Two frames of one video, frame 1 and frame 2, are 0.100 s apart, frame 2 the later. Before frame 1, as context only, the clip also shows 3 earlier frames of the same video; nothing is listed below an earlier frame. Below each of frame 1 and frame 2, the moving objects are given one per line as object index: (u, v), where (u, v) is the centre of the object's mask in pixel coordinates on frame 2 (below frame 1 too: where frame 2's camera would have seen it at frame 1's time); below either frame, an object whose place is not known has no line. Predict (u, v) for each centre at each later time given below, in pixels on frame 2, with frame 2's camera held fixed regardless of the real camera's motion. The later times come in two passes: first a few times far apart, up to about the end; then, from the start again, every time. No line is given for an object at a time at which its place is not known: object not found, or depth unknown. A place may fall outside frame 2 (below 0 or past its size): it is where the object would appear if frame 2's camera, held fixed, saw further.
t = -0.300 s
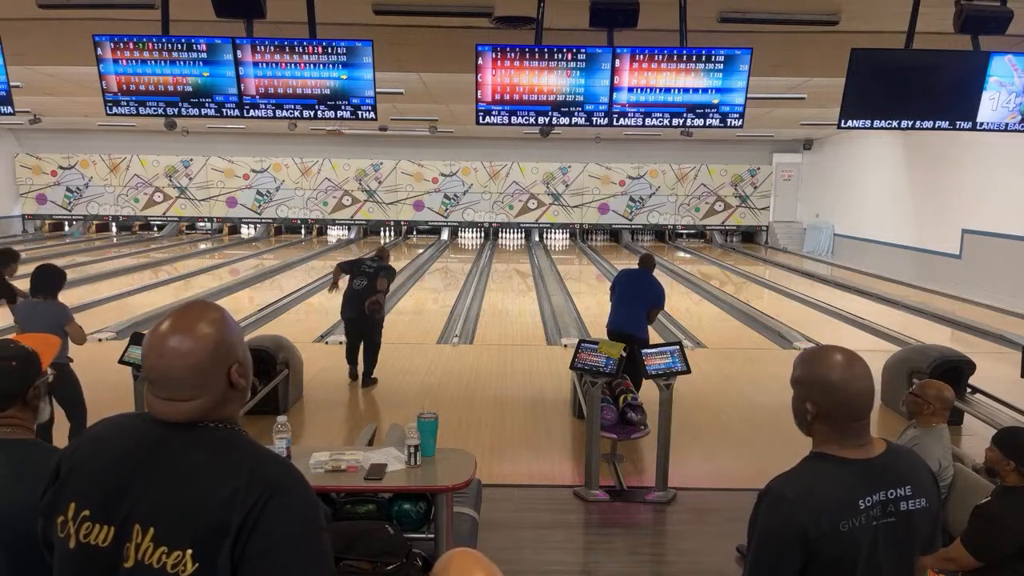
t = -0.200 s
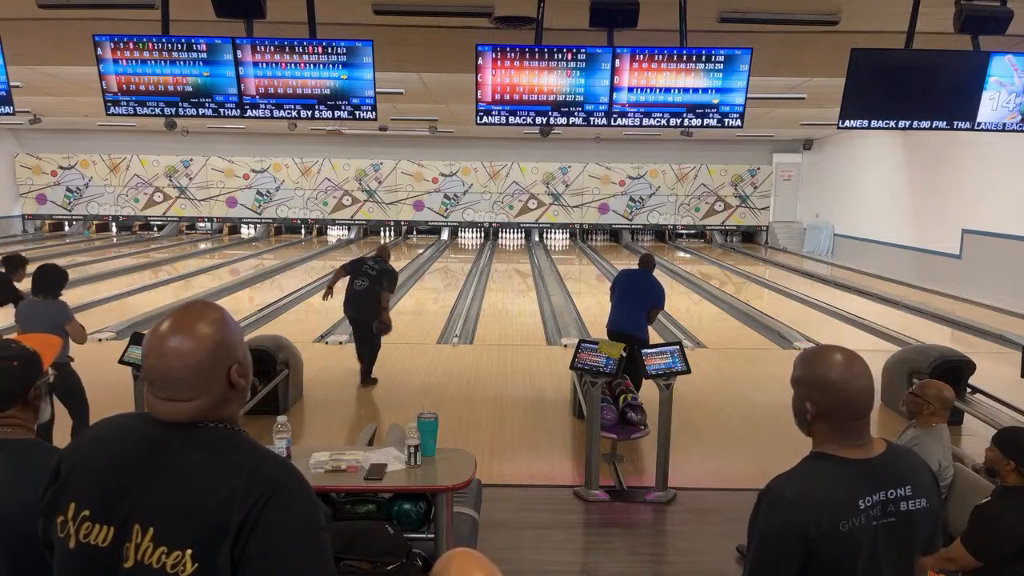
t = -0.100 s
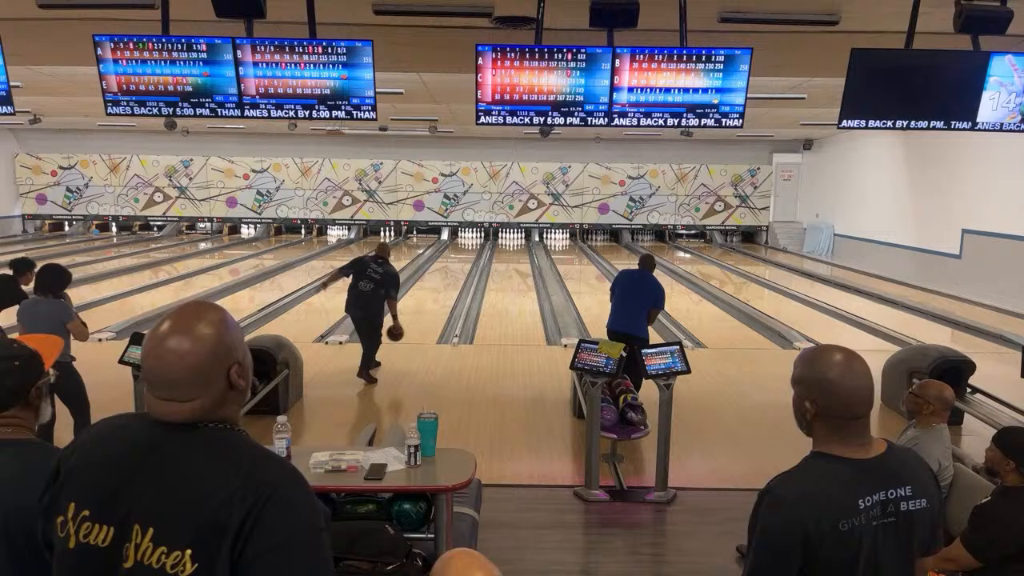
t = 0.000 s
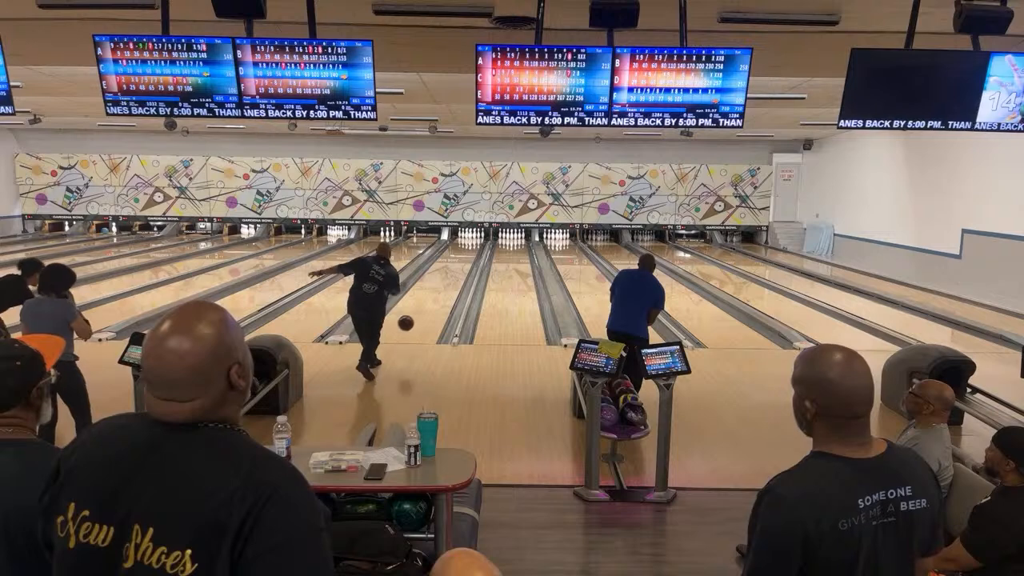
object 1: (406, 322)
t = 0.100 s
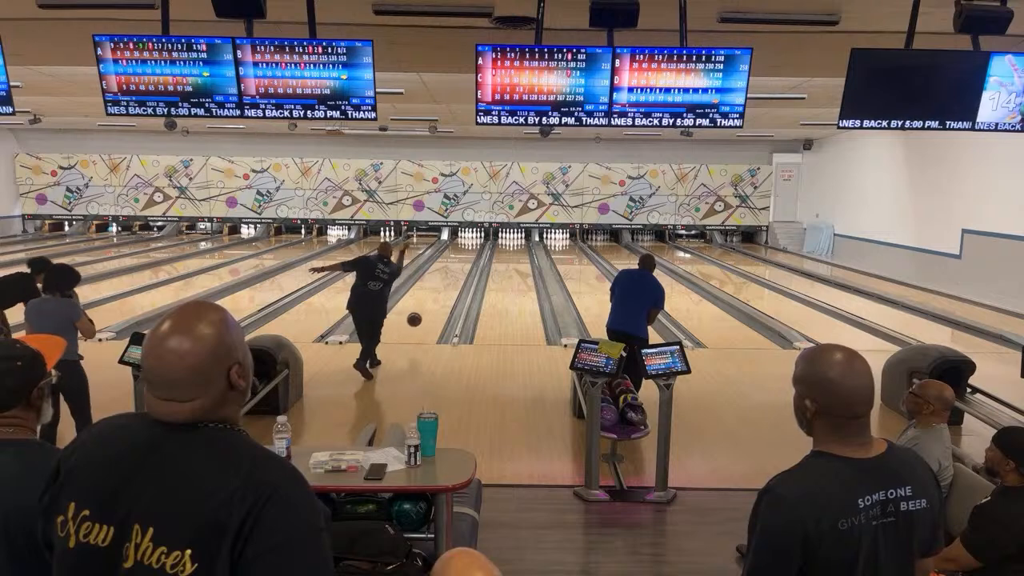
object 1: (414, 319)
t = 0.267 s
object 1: (426, 316)
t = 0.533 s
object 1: (440, 298)
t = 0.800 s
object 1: (450, 282)
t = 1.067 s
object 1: (458, 271)
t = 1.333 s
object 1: (463, 262)
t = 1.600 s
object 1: (467, 255)
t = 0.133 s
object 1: (417, 319)
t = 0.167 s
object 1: (419, 321)
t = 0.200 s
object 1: (421, 322)
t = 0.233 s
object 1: (423, 321)
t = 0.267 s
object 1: (426, 316)
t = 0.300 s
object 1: (428, 313)
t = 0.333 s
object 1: (430, 310)
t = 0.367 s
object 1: (432, 308)
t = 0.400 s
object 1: (434, 307)
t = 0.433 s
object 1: (435, 305)
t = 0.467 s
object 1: (437, 302)
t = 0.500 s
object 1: (438, 300)
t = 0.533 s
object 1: (440, 298)
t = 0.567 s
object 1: (441, 296)
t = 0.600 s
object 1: (443, 294)
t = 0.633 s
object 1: (444, 291)
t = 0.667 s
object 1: (446, 290)
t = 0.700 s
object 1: (447, 288)
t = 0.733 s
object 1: (448, 286)
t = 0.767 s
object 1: (449, 284)
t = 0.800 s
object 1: (450, 282)
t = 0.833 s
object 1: (451, 281)
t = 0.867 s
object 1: (452, 280)
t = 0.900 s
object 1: (453, 278)
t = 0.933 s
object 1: (454, 277)
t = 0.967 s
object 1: (455, 275)
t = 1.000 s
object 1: (456, 274)
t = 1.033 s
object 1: (457, 273)
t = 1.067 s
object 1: (458, 271)
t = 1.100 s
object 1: (459, 270)
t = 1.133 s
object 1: (459, 268)
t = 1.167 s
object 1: (460, 267)
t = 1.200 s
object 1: (461, 266)
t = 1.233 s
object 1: (461, 265)
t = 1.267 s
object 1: (462, 264)
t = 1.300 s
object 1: (462, 263)
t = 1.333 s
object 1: (463, 262)
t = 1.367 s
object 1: (464, 261)
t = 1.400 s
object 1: (464, 260)
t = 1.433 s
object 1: (464, 260)
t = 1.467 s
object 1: (465, 258)
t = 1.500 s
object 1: (466, 257)
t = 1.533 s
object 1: (466, 257)
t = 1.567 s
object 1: (466, 256)
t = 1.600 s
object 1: (467, 255)
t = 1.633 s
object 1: (467, 254)
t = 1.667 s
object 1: (468, 253)
